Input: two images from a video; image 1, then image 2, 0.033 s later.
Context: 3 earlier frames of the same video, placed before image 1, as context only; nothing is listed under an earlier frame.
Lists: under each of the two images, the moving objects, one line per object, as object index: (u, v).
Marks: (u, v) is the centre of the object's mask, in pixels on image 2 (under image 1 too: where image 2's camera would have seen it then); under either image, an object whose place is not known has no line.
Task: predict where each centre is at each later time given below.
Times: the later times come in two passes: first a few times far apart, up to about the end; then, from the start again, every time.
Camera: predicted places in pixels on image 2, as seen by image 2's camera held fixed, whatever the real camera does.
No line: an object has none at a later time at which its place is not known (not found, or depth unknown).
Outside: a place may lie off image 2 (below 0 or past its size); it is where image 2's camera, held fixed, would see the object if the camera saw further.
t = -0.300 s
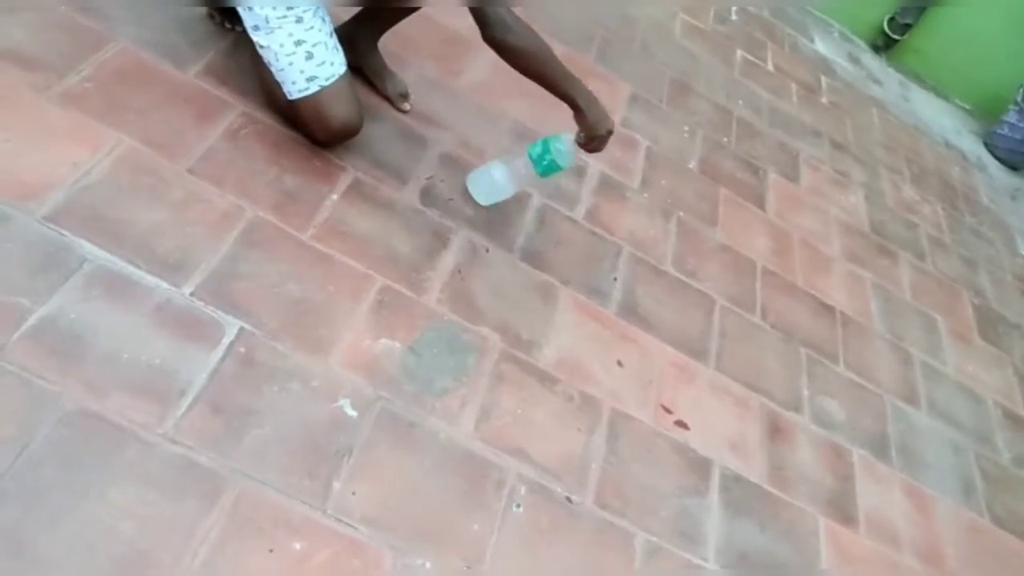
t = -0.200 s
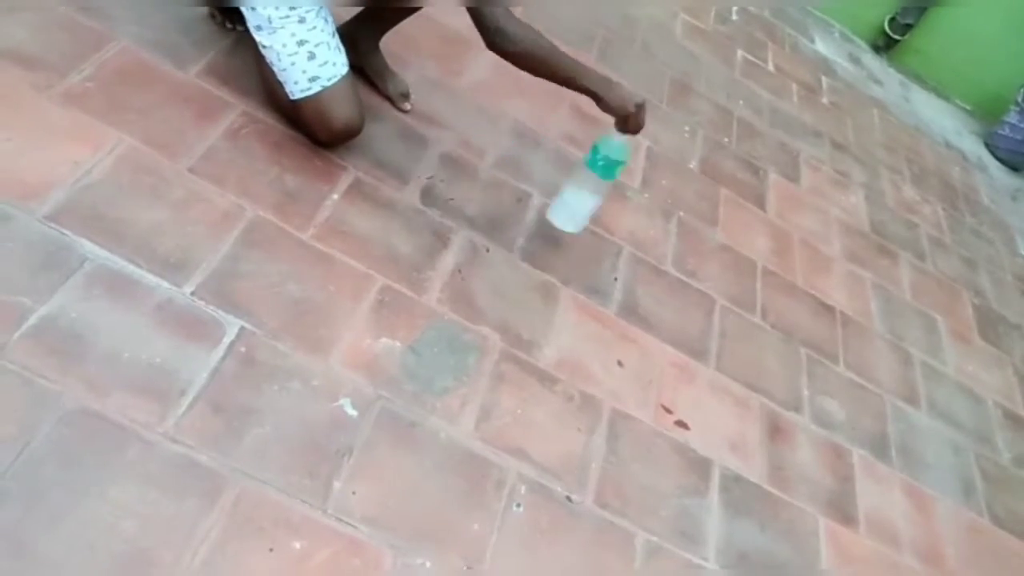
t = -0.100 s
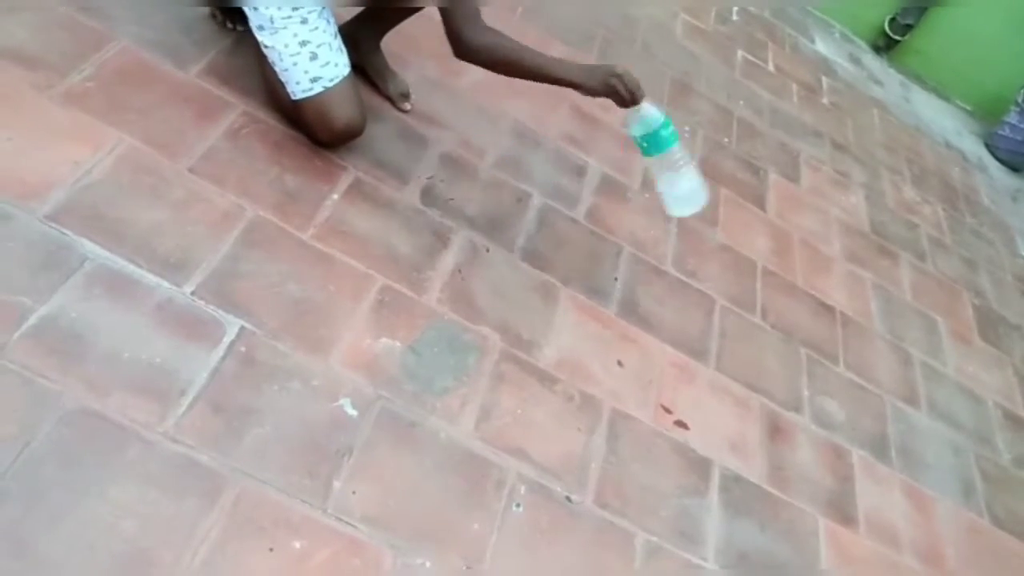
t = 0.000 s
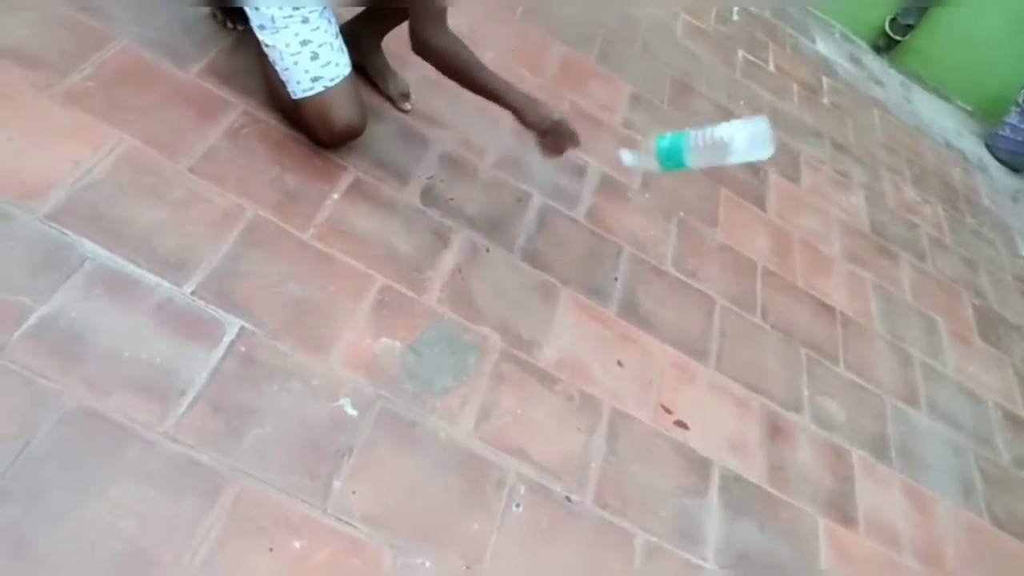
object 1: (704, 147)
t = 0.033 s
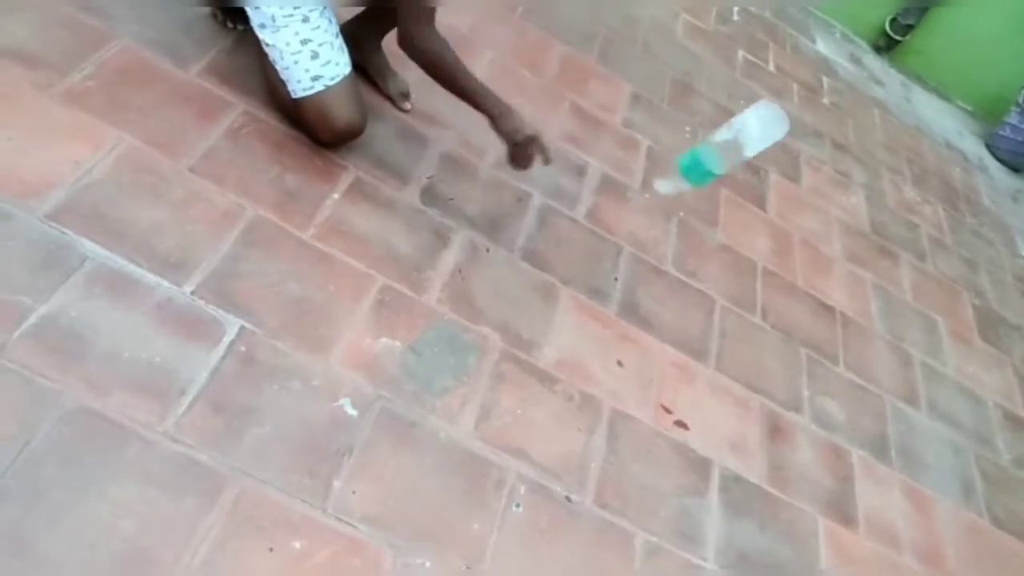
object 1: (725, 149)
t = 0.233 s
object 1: (780, 161)
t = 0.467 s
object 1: (661, 253)
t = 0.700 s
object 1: (651, 253)
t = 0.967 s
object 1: (671, 263)
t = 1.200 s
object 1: (669, 267)
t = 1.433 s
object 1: (669, 265)
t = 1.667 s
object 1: (667, 264)
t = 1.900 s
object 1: (669, 265)
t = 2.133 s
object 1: (668, 264)
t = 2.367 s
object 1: (667, 264)
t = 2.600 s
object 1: (667, 264)
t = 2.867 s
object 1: (667, 265)
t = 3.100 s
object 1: (667, 265)
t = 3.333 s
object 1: (667, 264)
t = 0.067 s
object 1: (747, 149)
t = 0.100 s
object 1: (766, 150)
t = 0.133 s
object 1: (781, 151)
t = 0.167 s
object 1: (789, 151)
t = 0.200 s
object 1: (789, 154)
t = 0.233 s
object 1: (780, 161)
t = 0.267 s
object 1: (764, 173)
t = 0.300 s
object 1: (744, 190)
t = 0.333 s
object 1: (719, 212)
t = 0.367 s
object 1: (692, 237)
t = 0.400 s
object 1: (667, 262)
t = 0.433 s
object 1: (664, 256)
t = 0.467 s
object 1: (661, 253)
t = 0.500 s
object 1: (659, 252)
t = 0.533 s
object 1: (656, 251)
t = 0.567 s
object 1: (654, 250)
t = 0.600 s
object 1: (652, 250)
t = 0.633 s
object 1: (651, 251)
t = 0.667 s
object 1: (651, 252)
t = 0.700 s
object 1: (651, 253)
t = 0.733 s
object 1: (652, 256)
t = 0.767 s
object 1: (654, 260)
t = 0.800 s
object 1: (657, 264)
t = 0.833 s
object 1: (661, 266)
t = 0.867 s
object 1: (665, 267)
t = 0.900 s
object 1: (668, 266)
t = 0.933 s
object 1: (670, 263)
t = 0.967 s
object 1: (671, 263)
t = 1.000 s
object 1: (671, 264)
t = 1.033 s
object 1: (670, 267)
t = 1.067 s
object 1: (669, 267)
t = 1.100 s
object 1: (666, 265)
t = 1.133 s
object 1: (667, 263)
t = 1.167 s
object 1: (668, 265)
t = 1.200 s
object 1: (669, 267)
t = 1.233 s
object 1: (669, 267)
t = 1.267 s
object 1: (667, 264)
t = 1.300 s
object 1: (666, 264)
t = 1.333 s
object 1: (668, 264)
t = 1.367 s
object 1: (669, 265)
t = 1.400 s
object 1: (670, 266)
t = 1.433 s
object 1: (669, 265)
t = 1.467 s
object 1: (667, 265)
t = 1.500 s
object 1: (666, 264)
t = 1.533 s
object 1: (668, 266)
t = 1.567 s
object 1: (669, 266)
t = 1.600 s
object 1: (669, 266)
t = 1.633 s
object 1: (668, 265)
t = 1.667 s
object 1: (667, 264)
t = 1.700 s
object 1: (668, 265)
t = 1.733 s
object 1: (669, 265)
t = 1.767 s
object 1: (669, 265)
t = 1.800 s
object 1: (667, 265)
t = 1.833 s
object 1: (668, 264)
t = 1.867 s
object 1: (668, 265)
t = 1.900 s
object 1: (669, 265)
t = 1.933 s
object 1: (668, 265)
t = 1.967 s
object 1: (667, 264)
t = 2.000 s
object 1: (667, 265)
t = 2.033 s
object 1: (668, 265)
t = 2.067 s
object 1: (668, 264)
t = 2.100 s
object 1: (667, 264)
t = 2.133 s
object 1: (668, 264)
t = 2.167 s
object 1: (668, 265)
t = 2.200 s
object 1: (667, 264)
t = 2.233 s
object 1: (668, 264)
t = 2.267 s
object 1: (668, 264)
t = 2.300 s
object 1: (668, 264)
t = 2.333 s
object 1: (667, 264)
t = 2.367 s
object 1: (667, 264)
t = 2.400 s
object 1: (667, 264)
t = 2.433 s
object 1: (667, 264)
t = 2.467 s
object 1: (667, 265)
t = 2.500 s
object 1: (667, 265)
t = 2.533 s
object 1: (667, 265)
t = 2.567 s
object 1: (667, 264)
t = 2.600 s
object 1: (667, 264)
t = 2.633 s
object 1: (668, 264)
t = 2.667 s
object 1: (667, 264)
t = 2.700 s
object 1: (666, 265)
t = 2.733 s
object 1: (667, 265)
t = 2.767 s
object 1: (667, 265)
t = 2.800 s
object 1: (666, 265)
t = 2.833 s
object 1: (667, 265)
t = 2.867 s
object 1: (667, 265)
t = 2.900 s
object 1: (667, 264)
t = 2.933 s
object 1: (667, 264)
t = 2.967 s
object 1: (667, 264)
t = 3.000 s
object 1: (667, 265)
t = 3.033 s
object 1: (667, 265)
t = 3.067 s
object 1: (666, 265)
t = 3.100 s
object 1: (667, 265)
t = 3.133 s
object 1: (666, 265)
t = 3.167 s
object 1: (666, 264)
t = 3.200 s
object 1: (666, 264)
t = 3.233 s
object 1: (667, 264)
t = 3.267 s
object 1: (667, 264)
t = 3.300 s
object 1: (667, 264)
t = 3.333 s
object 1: (667, 264)
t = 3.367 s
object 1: (667, 264)
